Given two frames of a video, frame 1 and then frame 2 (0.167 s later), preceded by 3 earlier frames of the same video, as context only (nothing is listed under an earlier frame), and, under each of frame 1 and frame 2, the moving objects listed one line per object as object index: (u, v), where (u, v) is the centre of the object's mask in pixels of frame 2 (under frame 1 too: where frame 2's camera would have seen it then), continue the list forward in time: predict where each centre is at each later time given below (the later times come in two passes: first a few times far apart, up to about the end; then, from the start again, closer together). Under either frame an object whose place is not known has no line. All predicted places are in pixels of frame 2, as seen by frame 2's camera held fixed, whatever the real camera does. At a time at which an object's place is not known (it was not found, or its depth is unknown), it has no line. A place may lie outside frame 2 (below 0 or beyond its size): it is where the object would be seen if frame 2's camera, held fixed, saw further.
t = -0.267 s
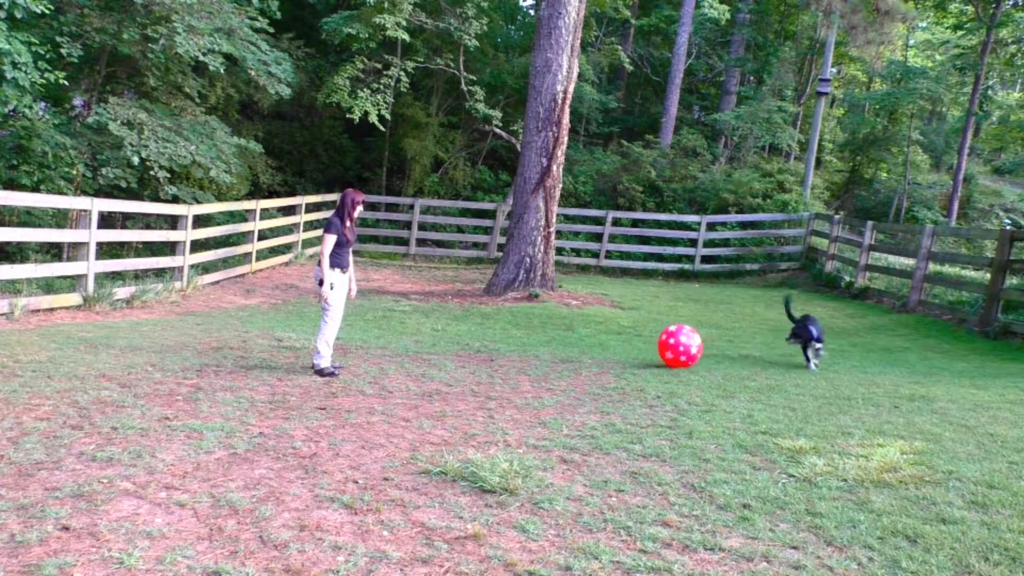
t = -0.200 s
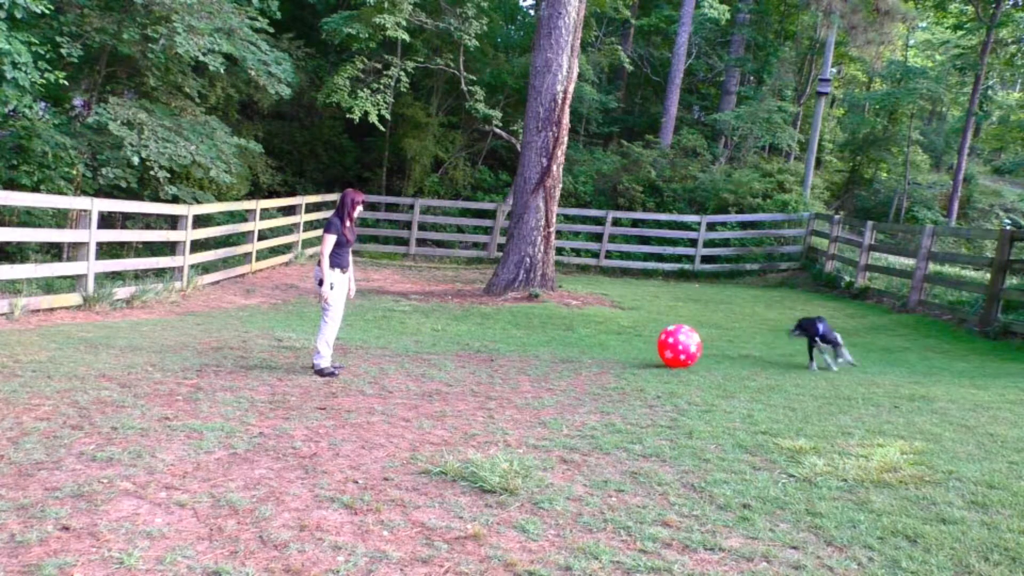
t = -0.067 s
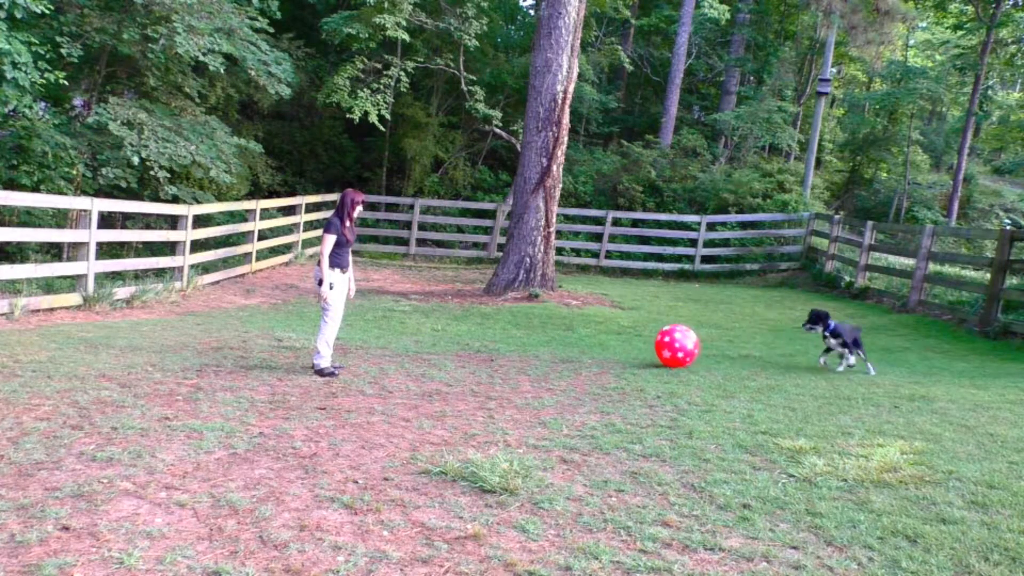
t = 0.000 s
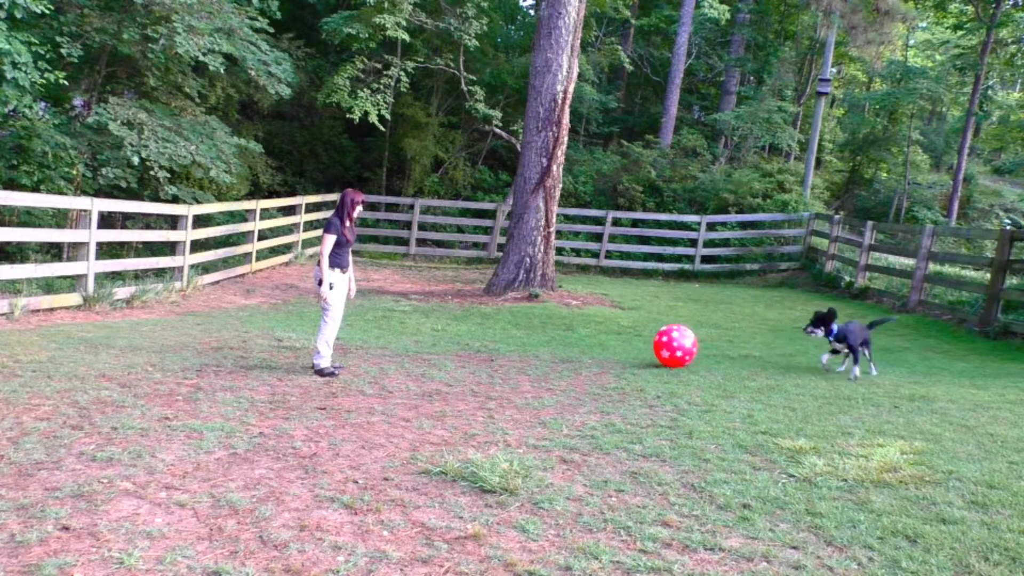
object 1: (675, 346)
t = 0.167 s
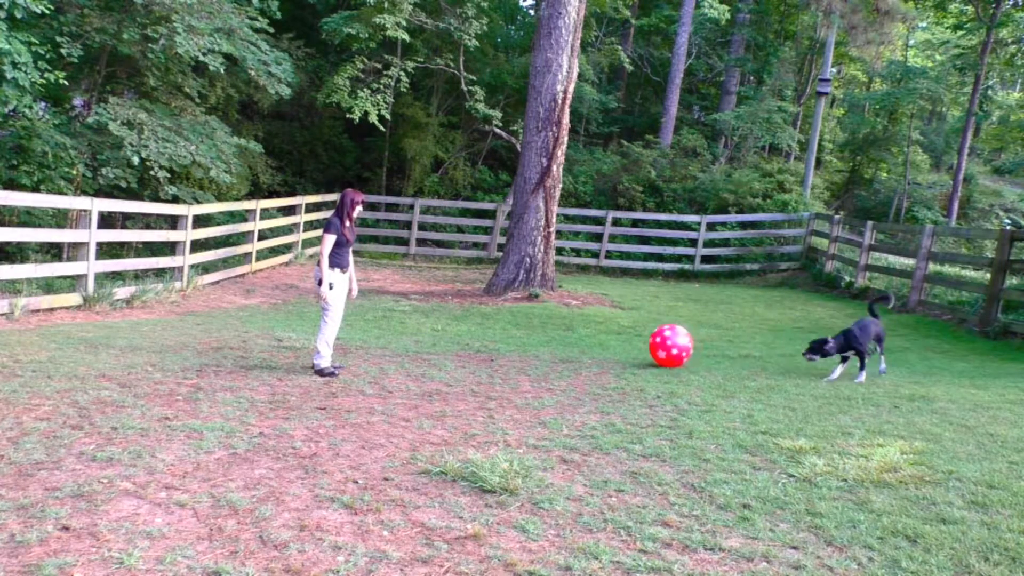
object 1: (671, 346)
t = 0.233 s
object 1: (669, 346)
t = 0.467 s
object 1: (658, 346)
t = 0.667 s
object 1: (648, 345)
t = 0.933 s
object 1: (633, 345)
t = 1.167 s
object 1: (617, 345)
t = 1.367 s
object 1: (601, 344)
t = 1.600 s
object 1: (582, 343)
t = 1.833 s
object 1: (562, 341)
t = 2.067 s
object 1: (541, 339)
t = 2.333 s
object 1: (517, 337)
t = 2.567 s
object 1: (496, 334)
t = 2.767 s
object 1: (480, 332)
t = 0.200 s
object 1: (670, 346)
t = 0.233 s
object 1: (669, 346)
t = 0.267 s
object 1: (667, 345)
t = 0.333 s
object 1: (665, 346)
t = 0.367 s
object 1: (663, 346)
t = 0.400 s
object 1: (662, 346)
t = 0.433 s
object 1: (660, 346)
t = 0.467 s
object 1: (658, 346)
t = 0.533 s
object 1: (655, 345)
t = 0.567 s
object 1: (653, 345)
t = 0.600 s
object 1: (652, 345)
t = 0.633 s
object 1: (650, 345)
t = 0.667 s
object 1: (648, 345)
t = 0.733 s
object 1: (645, 345)
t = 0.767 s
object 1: (643, 345)
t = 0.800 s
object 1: (641, 345)
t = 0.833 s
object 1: (639, 345)
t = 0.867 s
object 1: (637, 345)
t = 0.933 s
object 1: (633, 345)
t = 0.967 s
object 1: (631, 345)
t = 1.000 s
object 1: (628, 345)
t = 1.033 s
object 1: (626, 344)
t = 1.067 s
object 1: (624, 345)
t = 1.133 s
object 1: (619, 345)
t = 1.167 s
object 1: (617, 345)
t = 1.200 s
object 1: (614, 345)
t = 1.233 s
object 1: (611, 344)
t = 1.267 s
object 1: (609, 345)
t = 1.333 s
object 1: (604, 344)
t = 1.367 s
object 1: (601, 344)
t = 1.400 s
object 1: (598, 344)
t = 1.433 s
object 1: (596, 344)
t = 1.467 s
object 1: (593, 344)
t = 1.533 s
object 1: (588, 343)
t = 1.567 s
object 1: (585, 343)
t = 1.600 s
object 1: (582, 343)
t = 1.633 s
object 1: (579, 342)
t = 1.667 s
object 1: (576, 343)
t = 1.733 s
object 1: (571, 341)
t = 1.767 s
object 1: (568, 341)
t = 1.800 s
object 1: (565, 341)
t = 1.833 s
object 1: (562, 341)
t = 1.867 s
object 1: (559, 340)
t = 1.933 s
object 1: (554, 340)
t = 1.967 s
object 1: (551, 340)
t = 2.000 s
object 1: (548, 339)
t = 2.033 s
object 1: (545, 339)
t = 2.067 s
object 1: (541, 339)
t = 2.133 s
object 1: (535, 339)
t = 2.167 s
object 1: (532, 338)
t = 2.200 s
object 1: (529, 338)
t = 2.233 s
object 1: (526, 337)
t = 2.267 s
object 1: (523, 337)
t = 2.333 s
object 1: (517, 337)
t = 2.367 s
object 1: (514, 336)
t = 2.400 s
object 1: (511, 335)
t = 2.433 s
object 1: (508, 335)
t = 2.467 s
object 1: (504, 335)
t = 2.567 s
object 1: (496, 334)
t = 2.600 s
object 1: (493, 334)
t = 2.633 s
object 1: (490, 334)
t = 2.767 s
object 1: (480, 332)
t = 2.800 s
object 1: (477, 332)
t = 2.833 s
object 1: (474, 331)
